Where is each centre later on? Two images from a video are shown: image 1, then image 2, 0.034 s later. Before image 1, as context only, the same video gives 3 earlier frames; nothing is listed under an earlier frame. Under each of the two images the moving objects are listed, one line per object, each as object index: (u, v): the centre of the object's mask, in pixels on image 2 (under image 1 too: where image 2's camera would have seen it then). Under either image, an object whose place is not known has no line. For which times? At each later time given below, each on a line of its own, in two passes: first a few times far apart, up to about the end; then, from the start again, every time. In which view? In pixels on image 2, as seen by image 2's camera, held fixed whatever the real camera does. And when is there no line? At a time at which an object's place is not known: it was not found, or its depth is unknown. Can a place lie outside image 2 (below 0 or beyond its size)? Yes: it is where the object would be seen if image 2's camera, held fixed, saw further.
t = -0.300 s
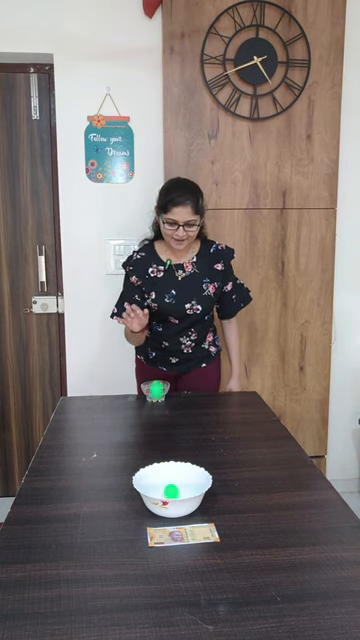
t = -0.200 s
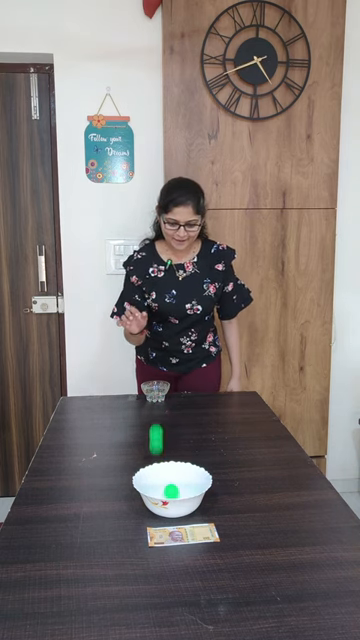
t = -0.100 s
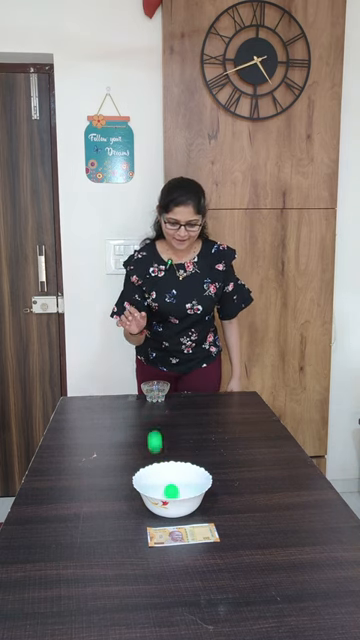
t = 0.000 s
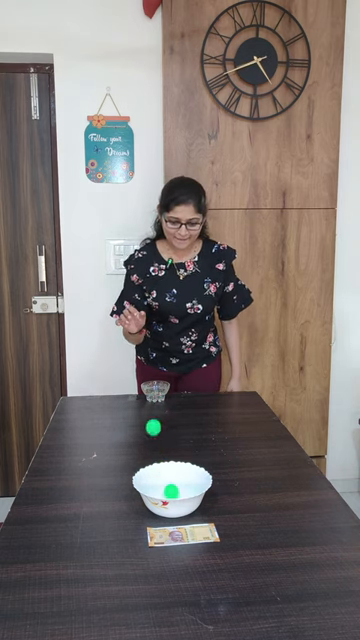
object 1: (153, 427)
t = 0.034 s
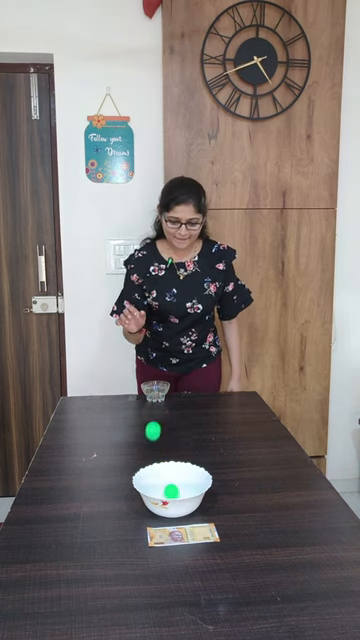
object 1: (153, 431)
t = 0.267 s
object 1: (170, 482)
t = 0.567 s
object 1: (211, 549)
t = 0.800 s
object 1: (249, 624)
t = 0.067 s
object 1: (152, 439)
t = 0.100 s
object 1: (152, 451)
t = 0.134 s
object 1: (152, 465)
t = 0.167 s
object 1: (154, 488)
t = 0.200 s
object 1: (160, 489)
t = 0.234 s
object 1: (165, 485)
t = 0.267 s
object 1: (170, 482)
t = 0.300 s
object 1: (174, 488)
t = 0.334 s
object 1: (182, 491)
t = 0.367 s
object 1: (184, 497)
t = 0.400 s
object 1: (189, 510)
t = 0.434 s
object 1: (192, 525)
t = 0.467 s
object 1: (197, 549)
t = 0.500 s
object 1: (201, 546)
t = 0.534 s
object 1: (206, 544)
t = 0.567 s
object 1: (211, 549)
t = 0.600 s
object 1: (215, 558)
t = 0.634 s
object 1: (220, 575)
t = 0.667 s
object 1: (225, 595)
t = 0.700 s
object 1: (231, 599)
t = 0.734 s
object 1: (237, 602)
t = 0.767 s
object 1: (244, 612)
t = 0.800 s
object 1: (249, 624)
